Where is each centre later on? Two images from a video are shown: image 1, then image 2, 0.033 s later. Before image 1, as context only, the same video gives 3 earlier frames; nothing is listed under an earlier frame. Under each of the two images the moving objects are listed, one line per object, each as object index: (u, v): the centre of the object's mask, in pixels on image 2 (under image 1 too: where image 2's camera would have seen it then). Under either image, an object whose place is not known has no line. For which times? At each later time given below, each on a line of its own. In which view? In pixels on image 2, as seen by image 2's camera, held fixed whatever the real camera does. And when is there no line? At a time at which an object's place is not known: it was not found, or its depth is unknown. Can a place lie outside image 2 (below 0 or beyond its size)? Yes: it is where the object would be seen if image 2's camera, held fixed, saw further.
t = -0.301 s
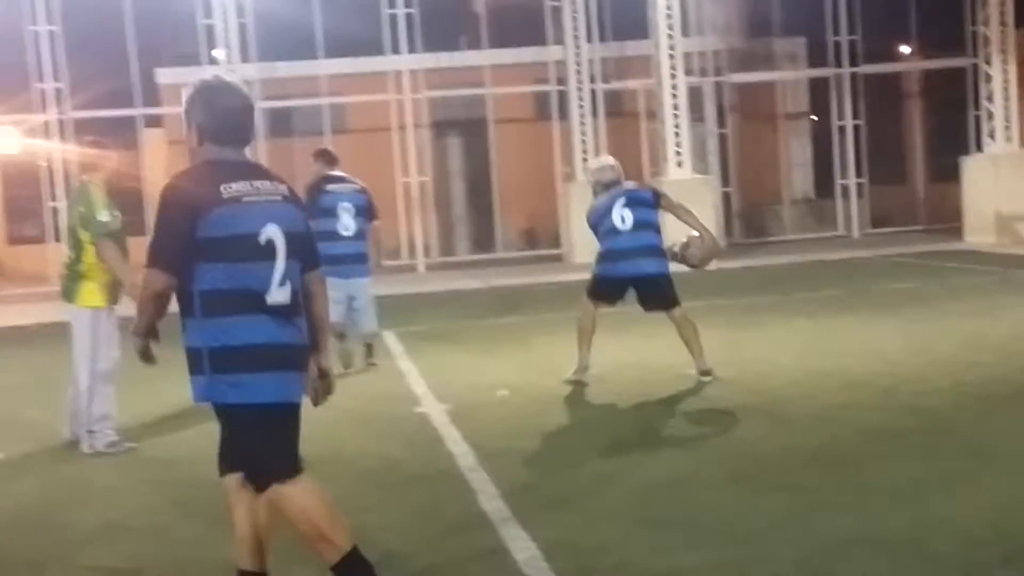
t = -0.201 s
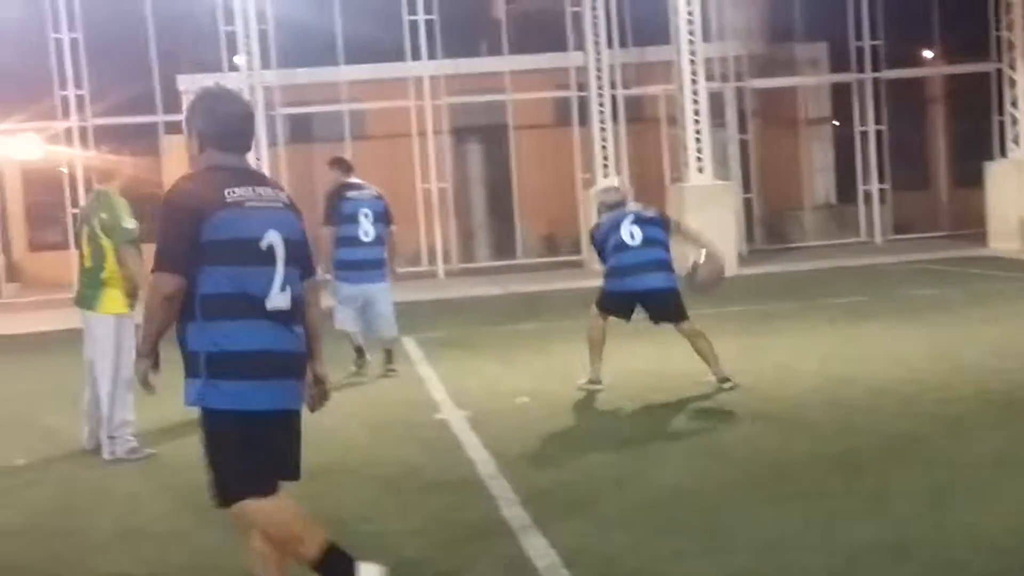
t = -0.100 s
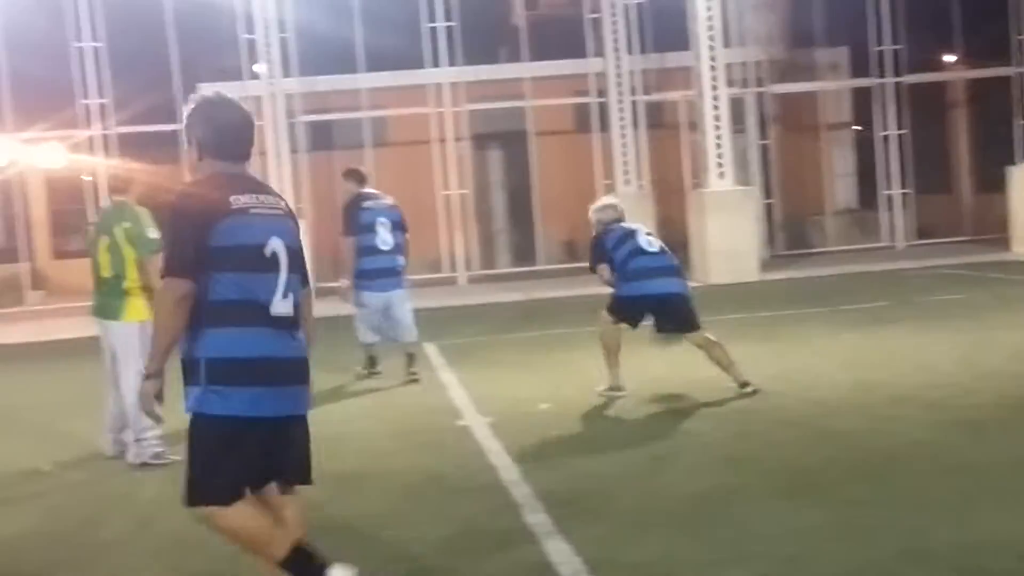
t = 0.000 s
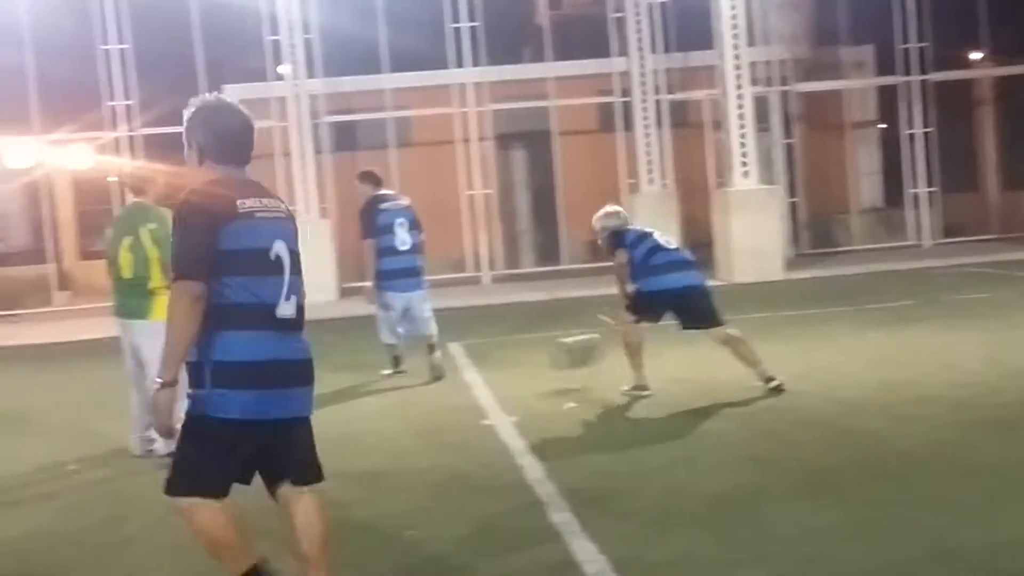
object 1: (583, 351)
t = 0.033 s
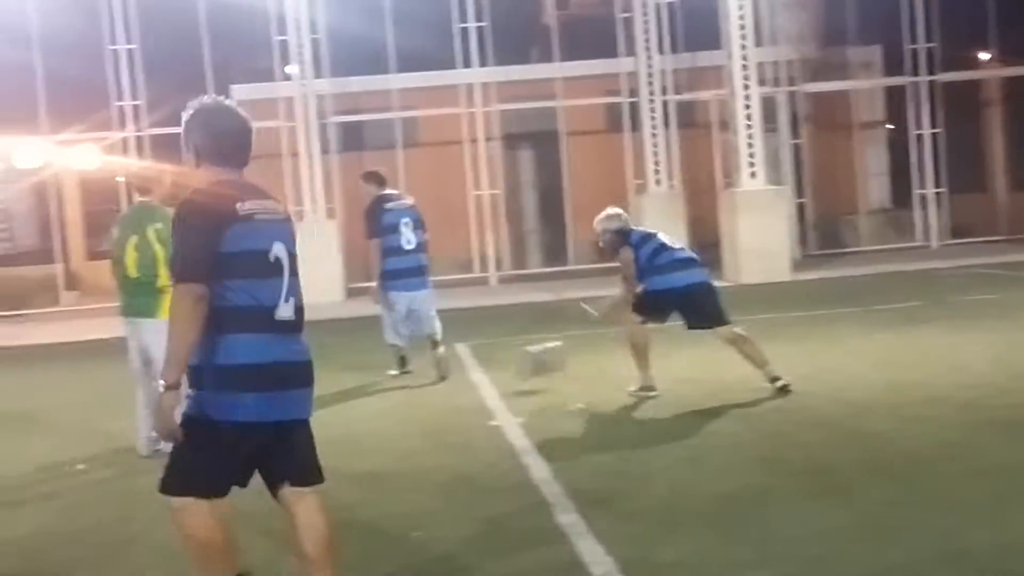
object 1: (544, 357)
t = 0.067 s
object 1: (502, 365)
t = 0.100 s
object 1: (463, 367)
